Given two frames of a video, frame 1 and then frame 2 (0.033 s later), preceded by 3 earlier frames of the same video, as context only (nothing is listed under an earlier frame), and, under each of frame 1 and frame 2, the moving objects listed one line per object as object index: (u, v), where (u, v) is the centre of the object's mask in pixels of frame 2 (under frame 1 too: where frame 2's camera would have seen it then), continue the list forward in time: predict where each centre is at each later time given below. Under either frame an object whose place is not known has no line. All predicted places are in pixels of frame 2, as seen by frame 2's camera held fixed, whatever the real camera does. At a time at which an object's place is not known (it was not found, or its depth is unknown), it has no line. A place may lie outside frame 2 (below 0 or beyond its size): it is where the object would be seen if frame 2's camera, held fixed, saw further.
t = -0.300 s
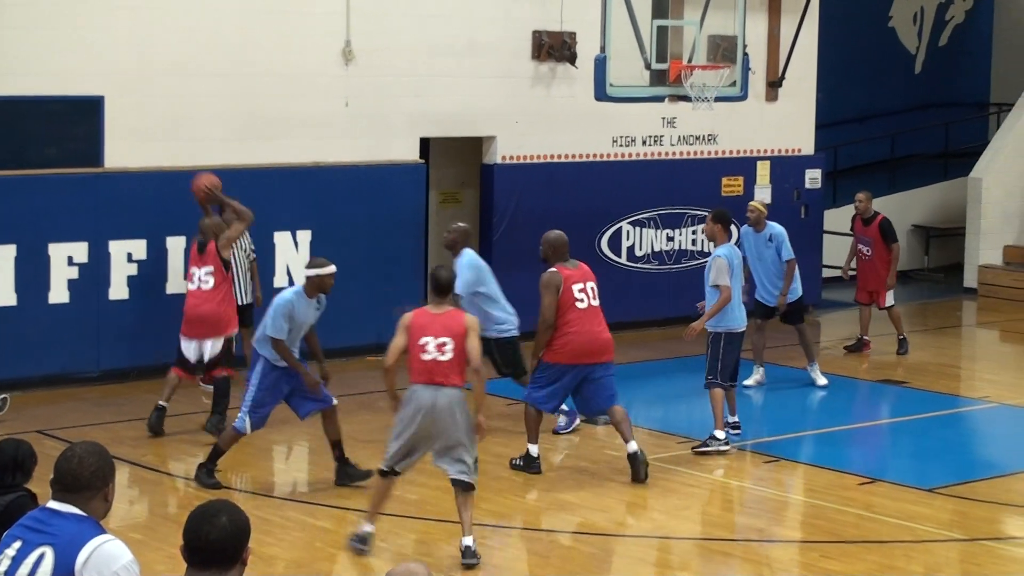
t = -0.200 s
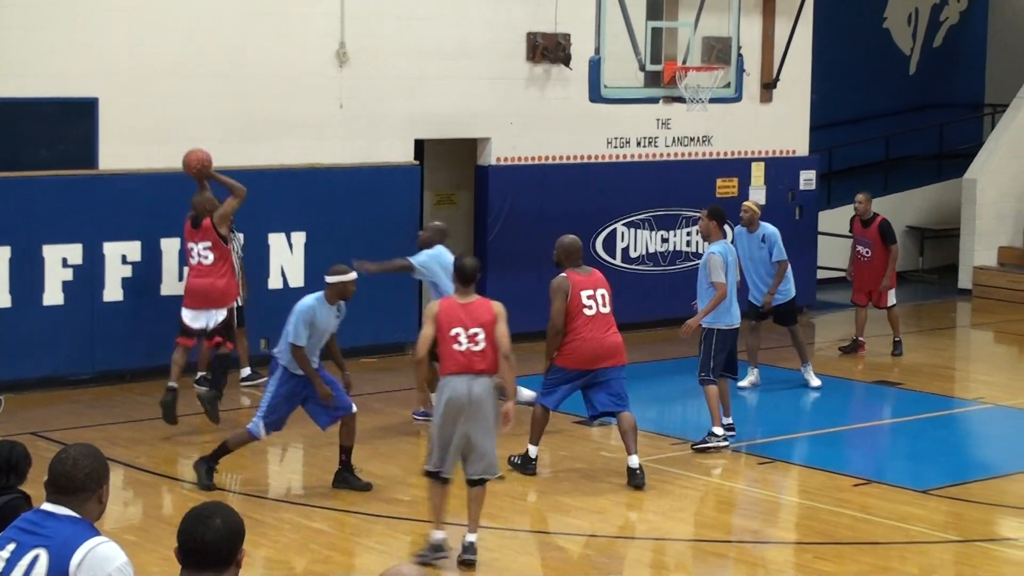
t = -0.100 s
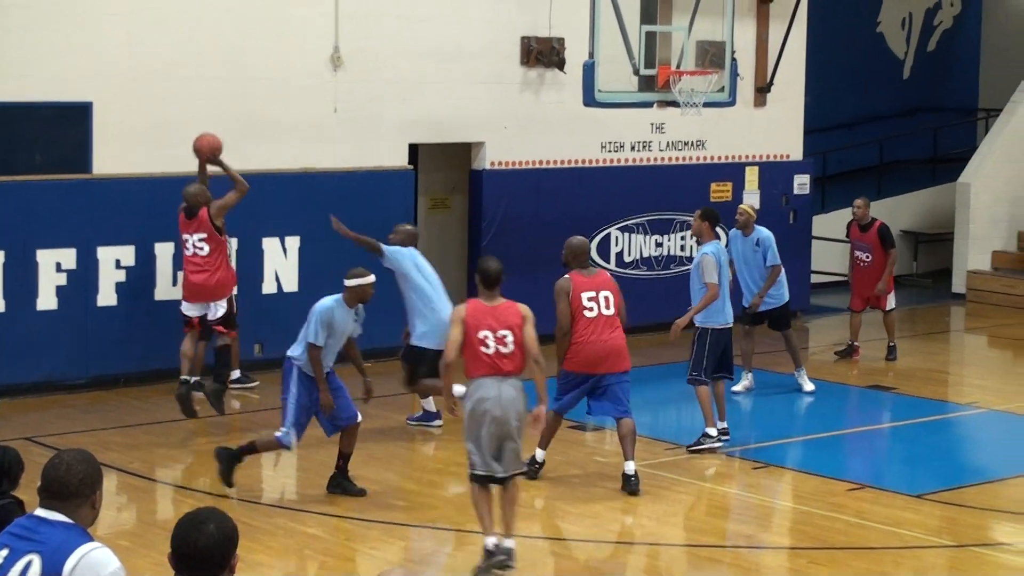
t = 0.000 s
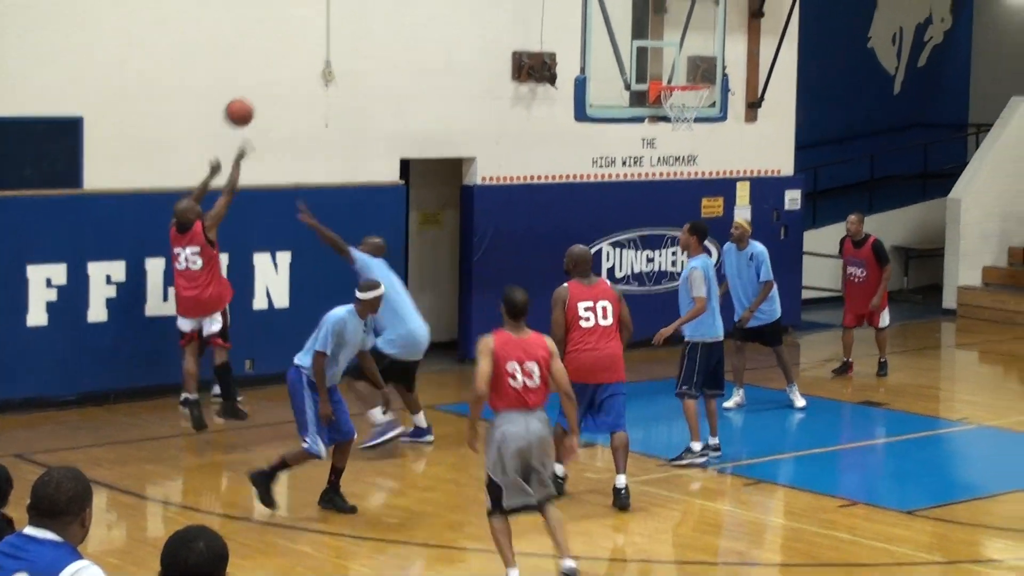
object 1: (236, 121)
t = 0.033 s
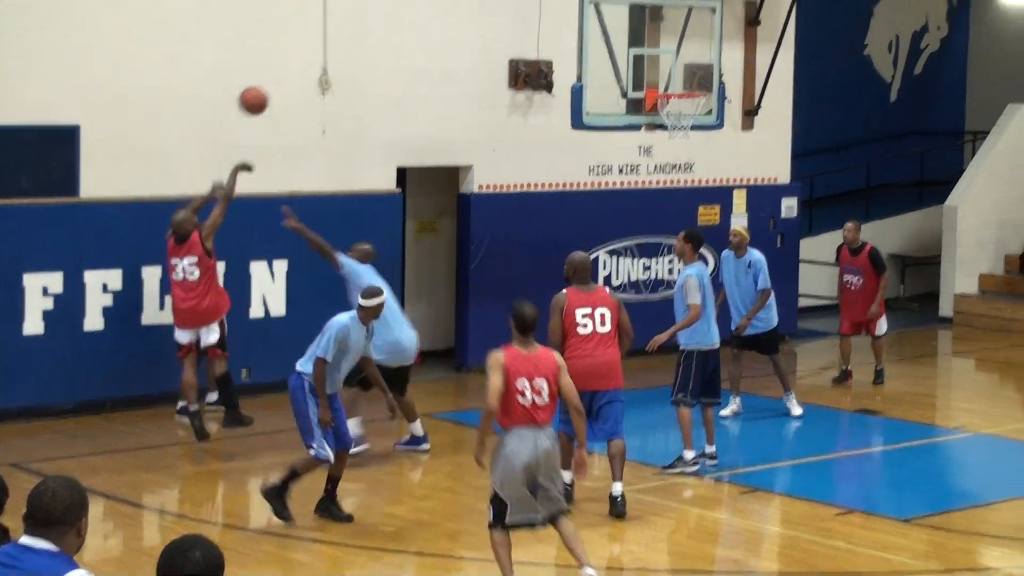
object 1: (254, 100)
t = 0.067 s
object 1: (271, 82)
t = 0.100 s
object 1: (288, 64)
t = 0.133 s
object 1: (305, 48)
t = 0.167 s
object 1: (322, 34)
